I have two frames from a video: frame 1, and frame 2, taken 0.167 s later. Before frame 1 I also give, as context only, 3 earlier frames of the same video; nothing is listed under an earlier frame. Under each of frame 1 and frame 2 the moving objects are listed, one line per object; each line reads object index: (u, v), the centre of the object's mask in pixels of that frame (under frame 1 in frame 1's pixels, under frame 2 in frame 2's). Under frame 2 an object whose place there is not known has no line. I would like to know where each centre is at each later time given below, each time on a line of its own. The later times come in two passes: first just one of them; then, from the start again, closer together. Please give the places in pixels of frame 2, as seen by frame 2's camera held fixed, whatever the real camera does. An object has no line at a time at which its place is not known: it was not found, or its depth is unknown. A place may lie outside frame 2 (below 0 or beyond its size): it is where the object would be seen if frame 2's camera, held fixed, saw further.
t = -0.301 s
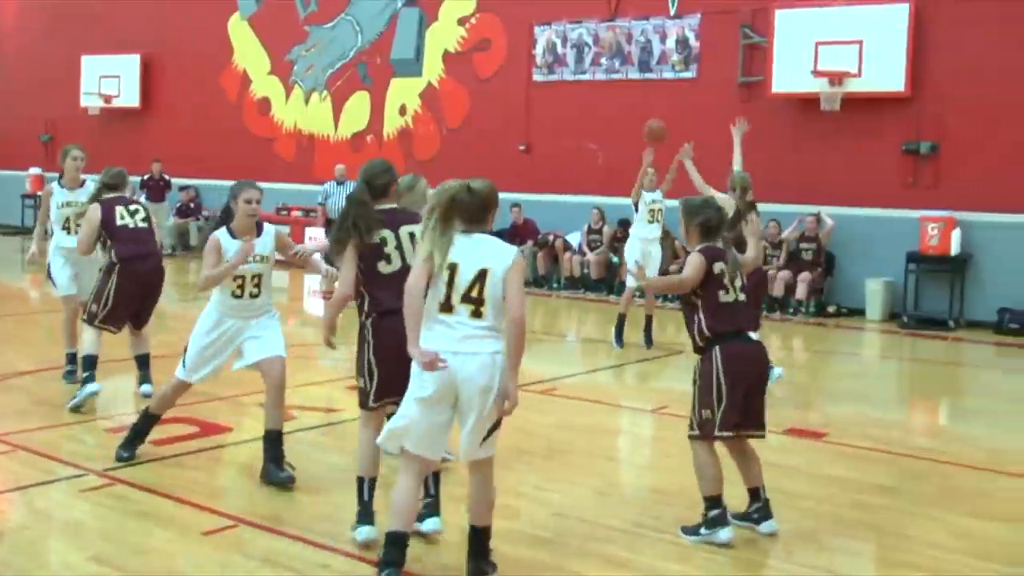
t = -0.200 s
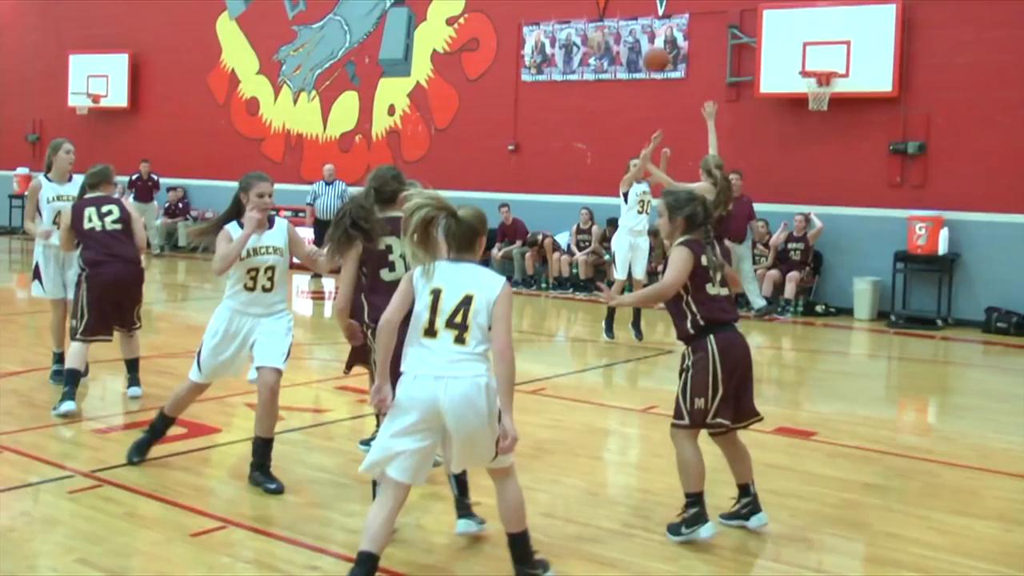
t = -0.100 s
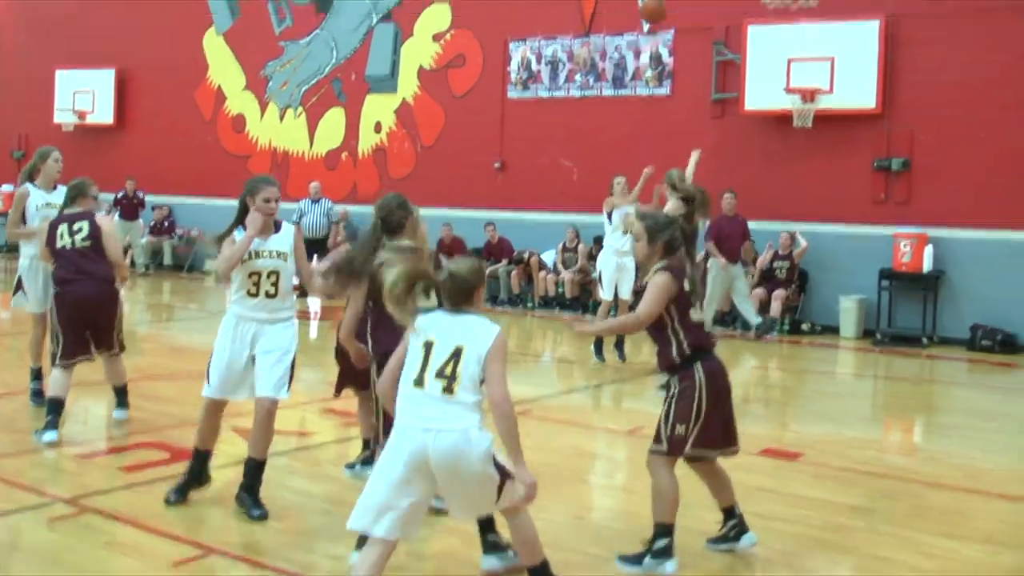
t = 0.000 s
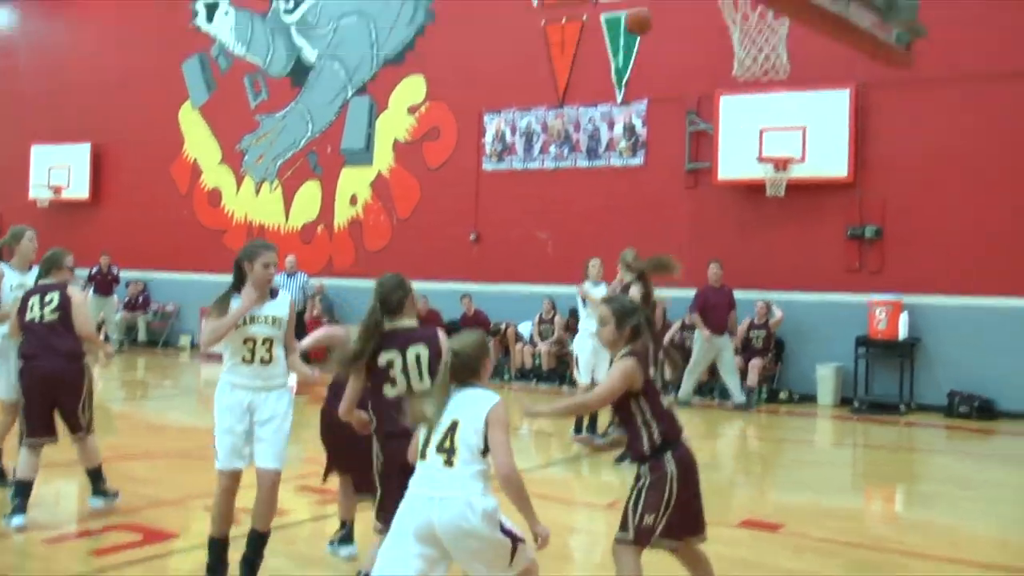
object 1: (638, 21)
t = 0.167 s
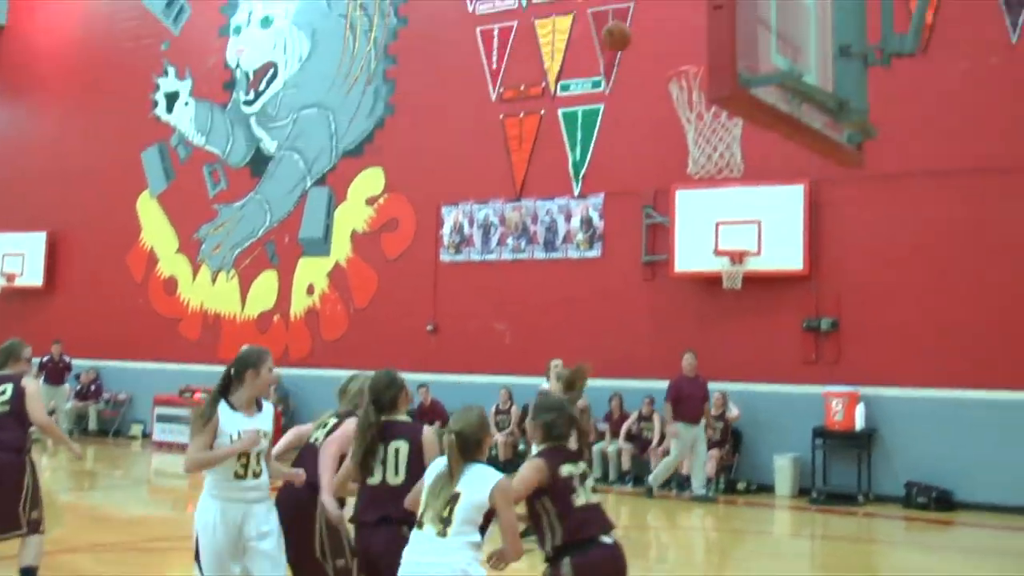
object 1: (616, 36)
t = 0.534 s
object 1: (675, -48)
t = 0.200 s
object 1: (619, 22)
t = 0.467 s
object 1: (659, -44)
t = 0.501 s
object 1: (667, -47)
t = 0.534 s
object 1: (675, -48)
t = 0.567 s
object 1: (684, -47)
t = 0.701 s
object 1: (702, -20)
